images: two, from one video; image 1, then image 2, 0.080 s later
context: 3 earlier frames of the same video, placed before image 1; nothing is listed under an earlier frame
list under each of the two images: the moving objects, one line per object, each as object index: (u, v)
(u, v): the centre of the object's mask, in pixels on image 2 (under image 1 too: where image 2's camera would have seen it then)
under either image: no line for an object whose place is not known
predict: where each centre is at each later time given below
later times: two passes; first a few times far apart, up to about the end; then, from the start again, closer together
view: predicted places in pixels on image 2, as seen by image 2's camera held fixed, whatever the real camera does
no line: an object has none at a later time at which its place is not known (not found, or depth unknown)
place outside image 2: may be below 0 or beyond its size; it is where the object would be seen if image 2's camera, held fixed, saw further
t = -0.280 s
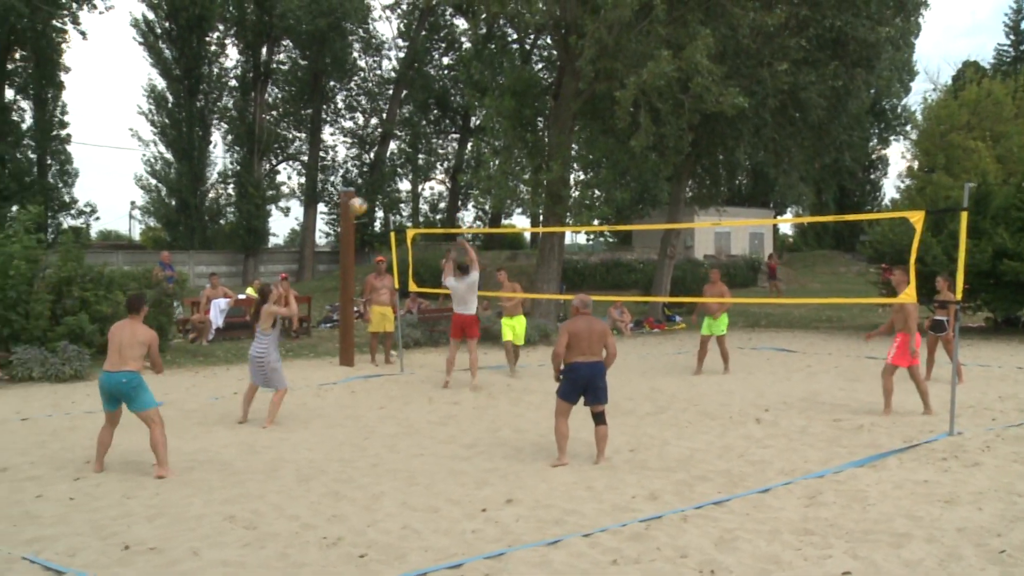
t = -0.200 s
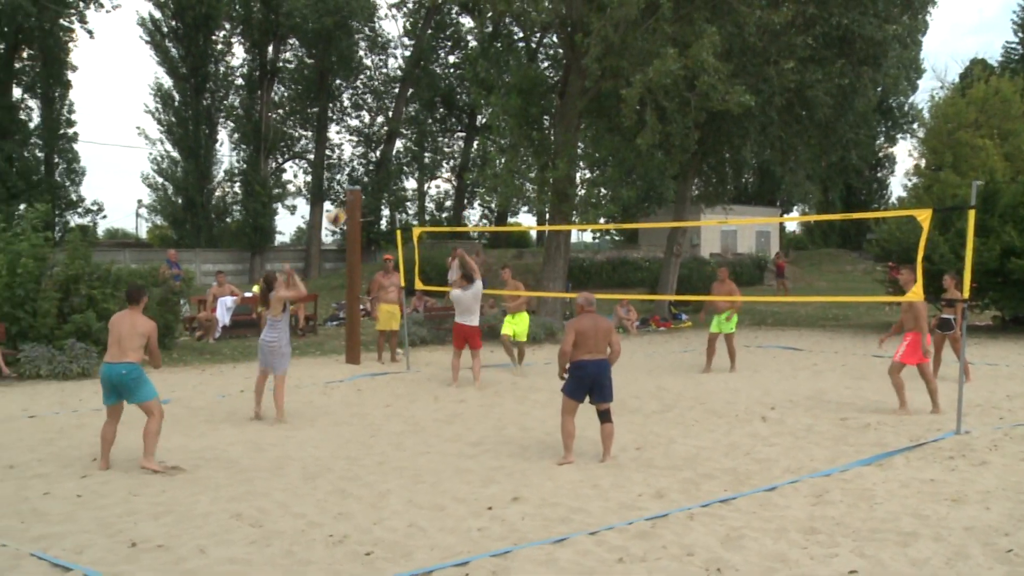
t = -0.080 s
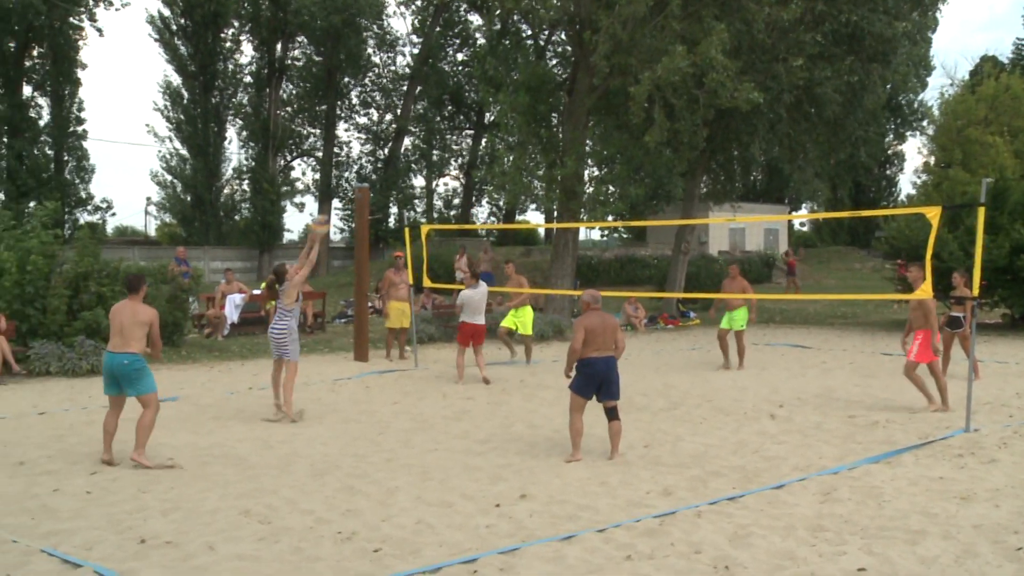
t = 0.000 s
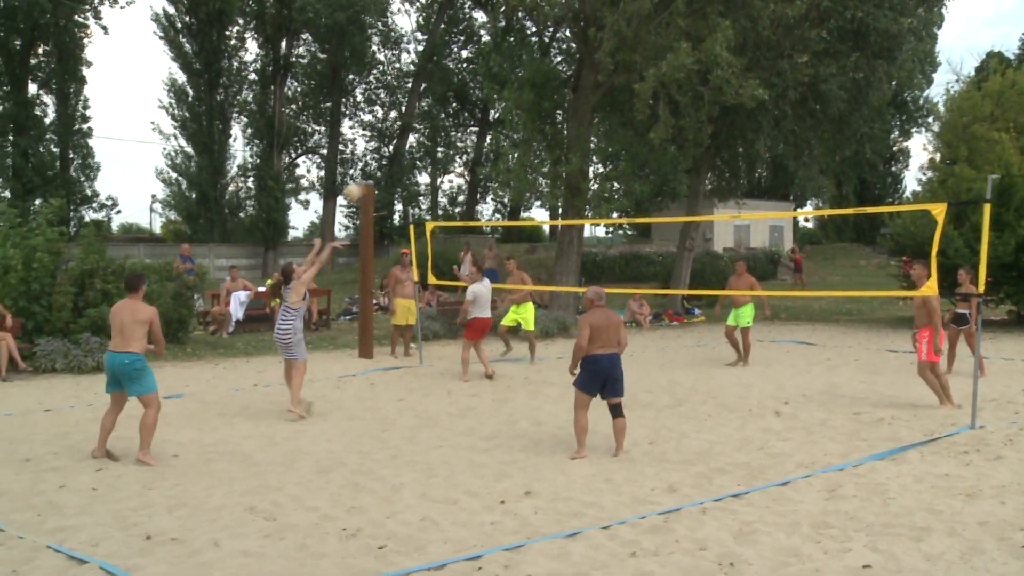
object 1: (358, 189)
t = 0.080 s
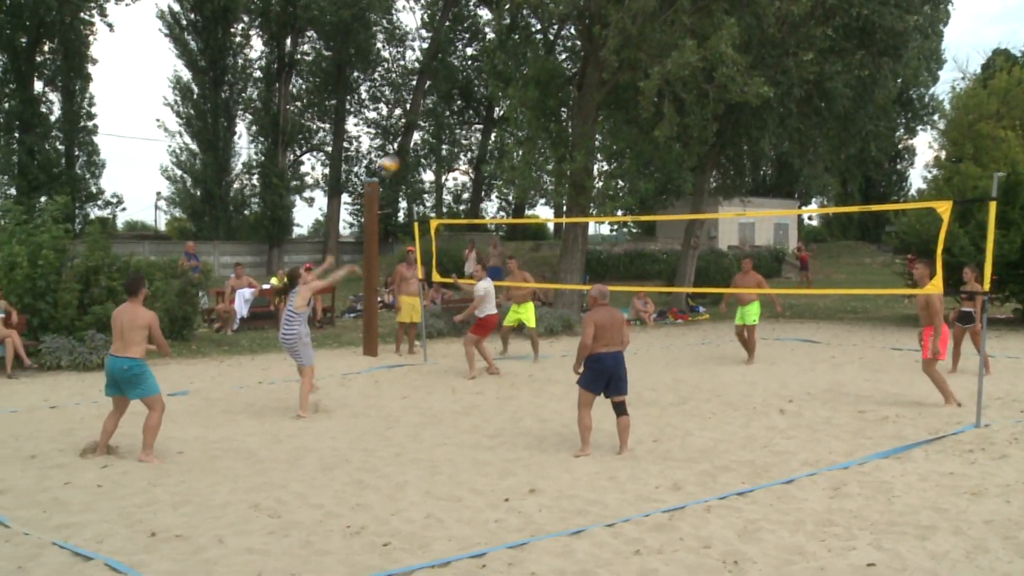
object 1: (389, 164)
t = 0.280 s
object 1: (458, 128)
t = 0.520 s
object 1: (534, 128)
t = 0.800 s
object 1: (614, 188)
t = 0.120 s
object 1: (402, 155)
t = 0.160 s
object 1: (416, 145)
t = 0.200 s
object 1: (430, 138)
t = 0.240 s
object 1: (444, 131)
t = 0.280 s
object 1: (458, 128)
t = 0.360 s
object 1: (484, 122)
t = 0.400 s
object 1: (496, 122)
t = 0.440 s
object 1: (509, 123)
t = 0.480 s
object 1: (521, 123)
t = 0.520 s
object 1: (534, 128)
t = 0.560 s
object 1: (546, 133)
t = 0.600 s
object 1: (557, 137)
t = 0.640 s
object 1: (569, 146)
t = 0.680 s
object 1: (580, 154)
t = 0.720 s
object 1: (590, 163)
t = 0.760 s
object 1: (602, 174)
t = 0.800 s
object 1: (614, 188)
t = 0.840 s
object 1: (624, 200)
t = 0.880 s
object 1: (634, 214)
